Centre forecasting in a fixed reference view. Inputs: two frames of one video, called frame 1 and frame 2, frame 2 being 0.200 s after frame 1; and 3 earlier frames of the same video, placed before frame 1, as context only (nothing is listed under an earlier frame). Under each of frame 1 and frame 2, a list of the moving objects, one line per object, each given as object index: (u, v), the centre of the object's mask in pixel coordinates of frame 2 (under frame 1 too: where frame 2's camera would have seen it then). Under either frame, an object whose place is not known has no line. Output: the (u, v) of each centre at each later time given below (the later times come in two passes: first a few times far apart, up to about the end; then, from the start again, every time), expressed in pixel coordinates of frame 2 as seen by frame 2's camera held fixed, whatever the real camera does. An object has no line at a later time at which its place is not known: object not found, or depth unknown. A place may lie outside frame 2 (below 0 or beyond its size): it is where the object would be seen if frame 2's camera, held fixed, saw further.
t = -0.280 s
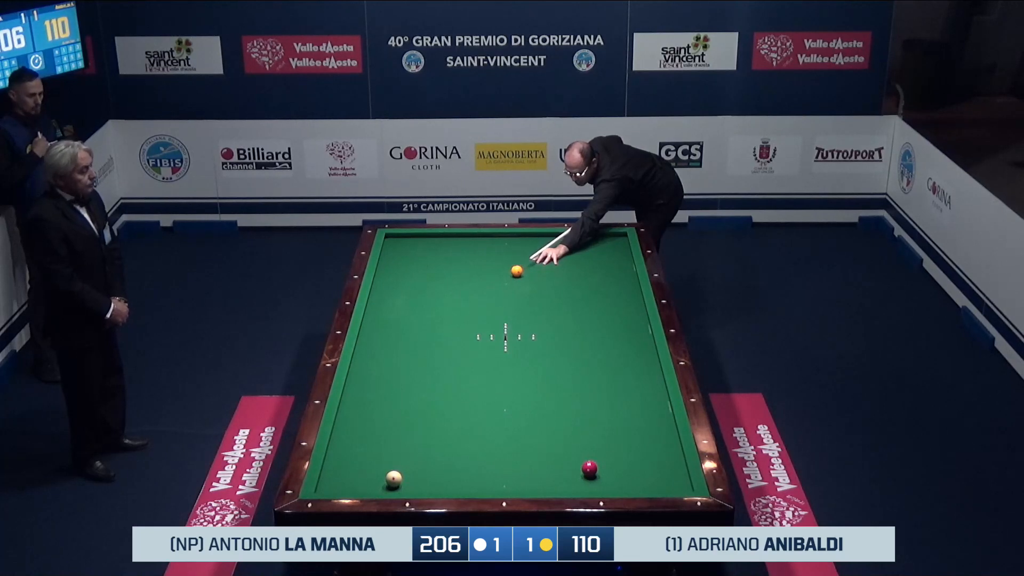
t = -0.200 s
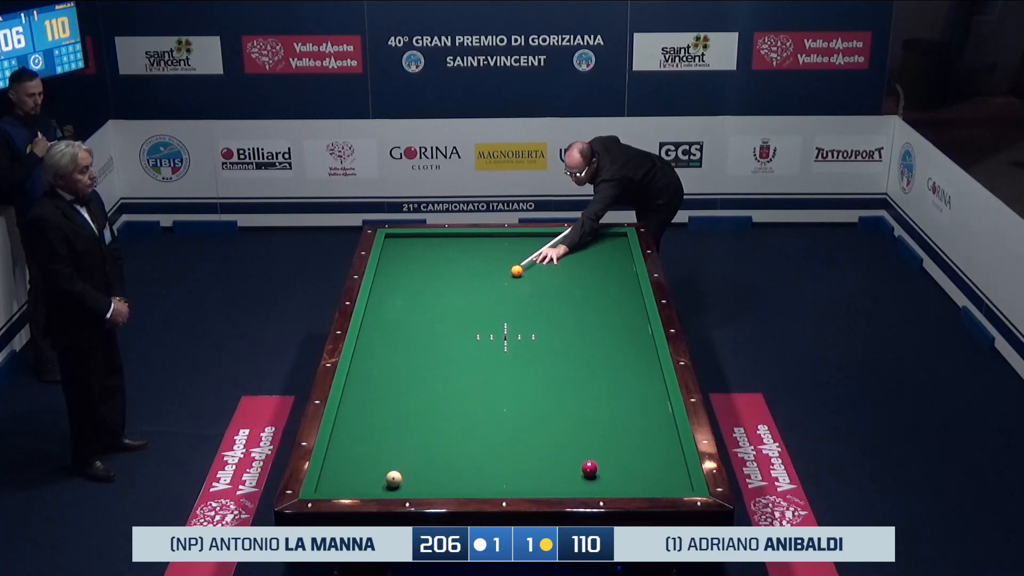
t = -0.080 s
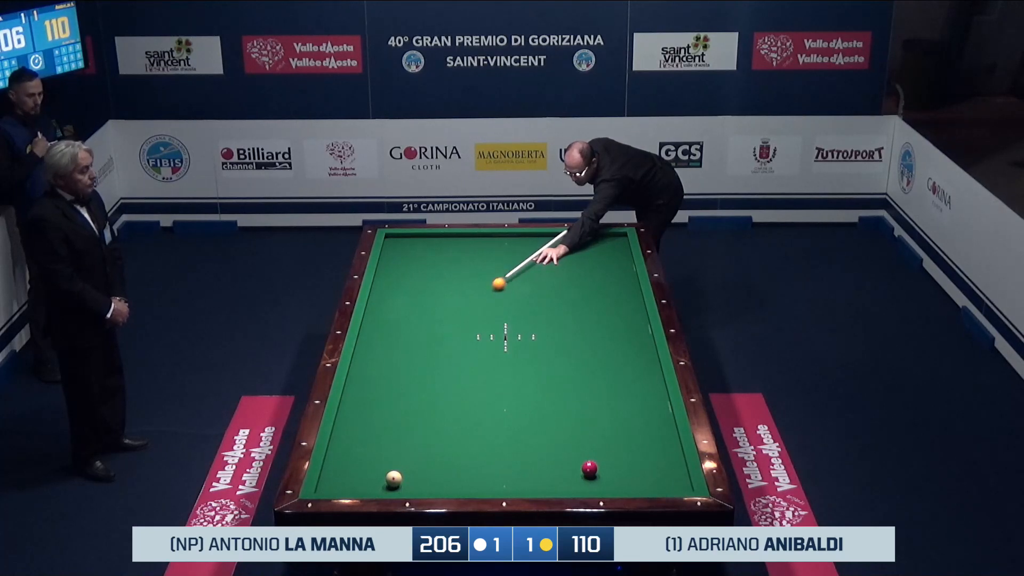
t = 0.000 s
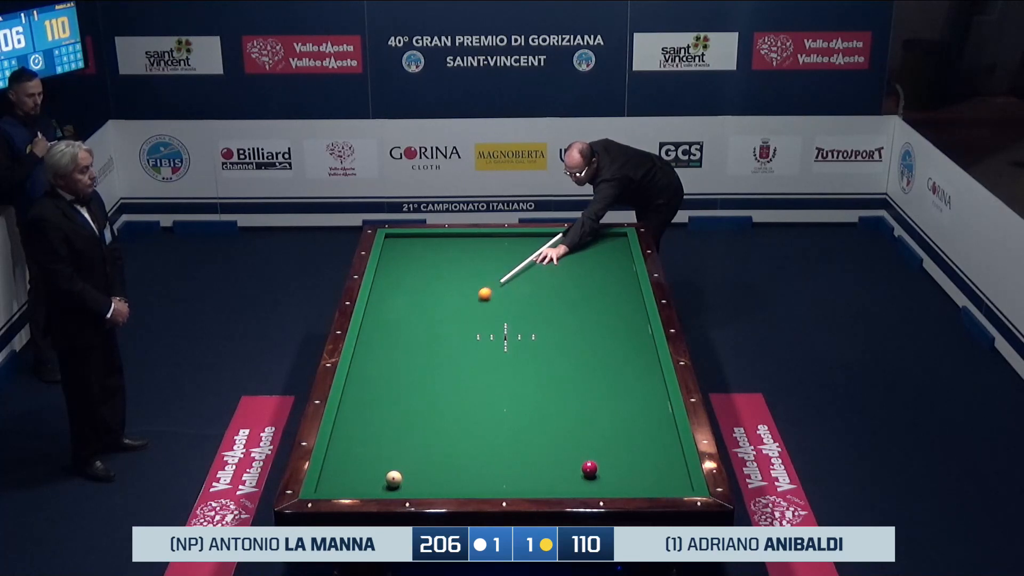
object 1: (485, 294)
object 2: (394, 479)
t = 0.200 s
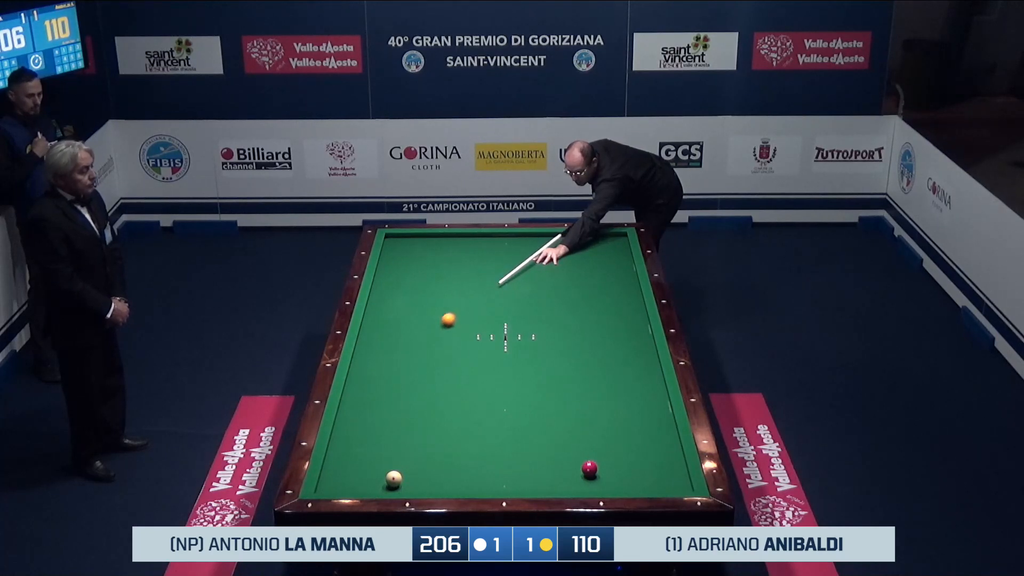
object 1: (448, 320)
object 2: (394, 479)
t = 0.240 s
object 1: (441, 325)
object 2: (394, 479)
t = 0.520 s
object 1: (383, 366)
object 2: (394, 479)
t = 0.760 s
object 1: (360, 403)
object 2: (394, 479)
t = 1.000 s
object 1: (377, 439)
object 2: (394, 479)
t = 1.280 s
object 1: (392, 472)
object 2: (399, 486)
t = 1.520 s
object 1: (384, 470)
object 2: (425, 475)
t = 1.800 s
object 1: (372, 466)
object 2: (457, 466)
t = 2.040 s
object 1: (363, 462)
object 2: (483, 458)
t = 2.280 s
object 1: (354, 459)
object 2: (508, 451)
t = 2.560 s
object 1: (345, 456)
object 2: (536, 443)
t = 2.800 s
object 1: (337, 453)
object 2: (559, 436)
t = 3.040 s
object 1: (336, 451)
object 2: (581, 430)
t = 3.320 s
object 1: (341, 448)
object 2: (605, 423)
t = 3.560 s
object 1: (346, 447)
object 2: (625, 417)
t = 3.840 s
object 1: (350, 445)
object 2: (647, 411)
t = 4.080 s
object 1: (353, 444)
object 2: (665, 406)
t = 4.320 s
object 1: (355, 443)
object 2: (653, 403)
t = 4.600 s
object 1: (357, 441)
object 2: (640, 399)
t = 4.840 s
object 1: (359, 440)
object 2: (629, 396)
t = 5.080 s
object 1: (360, 440)
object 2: (620, 393)
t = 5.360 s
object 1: (361, 439)
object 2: (609, 390)
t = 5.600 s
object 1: (361, 439)
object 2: (601, 387)
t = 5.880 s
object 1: (361, 439)
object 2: (592, 384)
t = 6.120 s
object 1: (361, 439)
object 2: (584, 382)
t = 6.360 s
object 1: (361, 439)
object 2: (577, 380)
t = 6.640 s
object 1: (361, 439)
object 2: (570, 377)
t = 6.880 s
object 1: (361, 439)
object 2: (564, 376)
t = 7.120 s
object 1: (361, 439)
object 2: (559, 374)
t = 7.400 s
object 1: (361, 439)
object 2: (553, 372)
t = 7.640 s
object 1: (361, 439)
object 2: (549, 371)
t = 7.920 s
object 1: (361, 439)
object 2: (544, 370)
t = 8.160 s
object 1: (361, 439)
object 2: (541, 370)
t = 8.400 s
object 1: (361, 439)
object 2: (539, 369)
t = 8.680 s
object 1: (361, 439)
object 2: (536, 368)
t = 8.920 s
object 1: (361, 439)
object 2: (534, 368)
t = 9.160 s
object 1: (361, 439)
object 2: (533, 367)
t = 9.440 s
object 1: (361, 439)
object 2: (532, 367)
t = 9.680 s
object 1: (361, 439)
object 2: (532, 367)
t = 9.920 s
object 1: (361, 439)
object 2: (532, 367)
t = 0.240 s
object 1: (441, 325)
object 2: (394, 479)
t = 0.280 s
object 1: (433, 331)
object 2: (394, 479)
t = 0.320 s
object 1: (425, 336)
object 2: (394, 479)
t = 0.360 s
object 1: (417, 342)
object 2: (394, 479)
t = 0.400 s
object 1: (409, 348)
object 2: (394, 479)
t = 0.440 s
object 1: (400, 354)
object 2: (394, 479)
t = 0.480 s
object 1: (391, 360)
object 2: (394, 479)
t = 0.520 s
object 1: (383, 366)
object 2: (394, 479)
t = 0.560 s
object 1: (374, 372)
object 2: (394, 479)
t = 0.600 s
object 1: (364, 379)
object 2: (394, 479)
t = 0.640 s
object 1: (355, 385)
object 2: (394, 479)
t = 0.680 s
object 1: (350, 392)
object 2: (394, 479)
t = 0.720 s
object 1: (356, 397)
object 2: (394, 479)
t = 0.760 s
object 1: (360, 403)
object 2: (394, 479)
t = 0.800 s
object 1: (364, 409)
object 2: (394, 479)
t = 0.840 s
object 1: (367, 414)
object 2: (394, 479)
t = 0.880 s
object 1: (370, 420)
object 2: (394, 479)
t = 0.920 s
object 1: (372, 426)
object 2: (394, 479)
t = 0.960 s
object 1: (375, 432)
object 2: (394, 479)
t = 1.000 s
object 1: (377, 439)
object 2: (394, 479)
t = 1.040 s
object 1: (380, 445)
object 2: (394, 479)
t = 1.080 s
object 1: (383, 452)
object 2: (394, 479)
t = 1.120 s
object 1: (386, 458)
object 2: (393, 479)
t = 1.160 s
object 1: (388, 464)
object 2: (394, 479)
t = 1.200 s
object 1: (390, 468)
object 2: (394, 480)
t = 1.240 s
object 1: (391, 471)
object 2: (396, 485)
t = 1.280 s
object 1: (392, 472)
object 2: (399, 486)
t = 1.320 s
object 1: (392, 472)
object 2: (401, 484)
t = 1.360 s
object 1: (392, 473)
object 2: (404, 480)
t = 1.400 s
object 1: (391, 472)
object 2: (410, 479)
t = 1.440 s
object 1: (388, 471)
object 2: (415, 478)
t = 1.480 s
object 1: (386, 470)
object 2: (420, 476)
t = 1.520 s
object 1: (384, 470)
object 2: (425, 475)
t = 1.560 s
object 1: (383, 469)
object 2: (429, 473)
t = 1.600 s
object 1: (381, 469)
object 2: (434, 472)
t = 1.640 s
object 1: (379, 468)
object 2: (438, 471)
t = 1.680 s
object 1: (377, 468)
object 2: (443, 470)
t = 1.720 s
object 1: (376, 467)
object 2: (448, 468)
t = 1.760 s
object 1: (374, 466)
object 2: (452, 467)
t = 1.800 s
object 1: (372, 466)
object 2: (457, 466)
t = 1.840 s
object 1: (371, 465)
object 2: (461, 464)
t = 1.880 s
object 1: (369, 465)
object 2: (465, 463)
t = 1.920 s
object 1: (368, 464)
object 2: (470, 462)
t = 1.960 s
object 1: (366, 463)
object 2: (474, 460)
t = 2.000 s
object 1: (364, 463)
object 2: (478, 459)
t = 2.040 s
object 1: (363, 462)
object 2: (483, 458)
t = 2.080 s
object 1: (362, 462)
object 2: (487, 457)
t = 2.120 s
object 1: (360, 461)
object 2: (491, 456)
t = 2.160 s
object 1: (359, 461)
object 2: (495, 455)
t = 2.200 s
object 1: (357, 460)
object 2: (500, 453)
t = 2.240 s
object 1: (356, 460)
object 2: (504, 452)
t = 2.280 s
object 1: (354, 459)
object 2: (508, 451)
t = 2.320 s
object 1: (353, 459)
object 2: (512, 450)
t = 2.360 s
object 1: (352, 458)
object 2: (516, 449)
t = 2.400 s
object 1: (350, 458)
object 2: (520, 447)
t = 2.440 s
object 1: (349, 457)
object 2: (524, 446)
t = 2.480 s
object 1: (347, 457)
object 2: (528, 445)
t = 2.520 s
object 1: (346, 456)
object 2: (532, 444)
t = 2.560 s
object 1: (345, 456)
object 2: (536, 443)
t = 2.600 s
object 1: (343, 455)
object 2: (540, 442)
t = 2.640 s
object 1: (342, 455)
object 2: (544, 441)
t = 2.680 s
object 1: (341, 455)
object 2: (548, 440)
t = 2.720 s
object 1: (339, 454)
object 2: (552, 439)
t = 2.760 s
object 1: (338, 454)
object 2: (555, 438)
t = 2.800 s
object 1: (337, 453)
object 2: (559, 436)
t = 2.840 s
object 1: (336, 453)
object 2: (563, 435)
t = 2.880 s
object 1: (334, 452)
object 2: (566, 434)
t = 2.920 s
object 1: (333, 452)
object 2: (570, 433)
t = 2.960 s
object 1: (334, 452)
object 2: (574, 432)
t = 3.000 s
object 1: (335, 451)
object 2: (577, 431)
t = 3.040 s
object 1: (336, 451)
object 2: (581, 430)
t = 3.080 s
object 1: (336, 451)
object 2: (584, 429)
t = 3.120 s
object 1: (337, 450)
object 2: (588, 428)
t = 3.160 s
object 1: (338, 450)
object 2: (591, 427)
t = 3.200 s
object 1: (339, 449)
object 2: (595, 426)
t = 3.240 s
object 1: (340, 449)
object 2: (598, 425)
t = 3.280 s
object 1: (341, 449)
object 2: (602, 424)
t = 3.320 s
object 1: (341, 448)
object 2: (605, 423)
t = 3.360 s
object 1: (342, 448)
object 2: (608, 422)
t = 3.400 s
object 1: (343, 448)
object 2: (612, 421)
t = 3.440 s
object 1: (344, 448)
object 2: (615, 420)
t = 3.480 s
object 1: (344, 447)
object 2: (619, 419)
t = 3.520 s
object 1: (345, 447)
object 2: (622, 418)
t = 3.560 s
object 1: (346, 447)
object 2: (625, 417)
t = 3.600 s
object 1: (346, 446)
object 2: (628, 417)
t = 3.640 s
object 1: (347, 446)
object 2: (631, 415)
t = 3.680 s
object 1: (348, 446)
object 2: (635, 414)
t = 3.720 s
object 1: (348, 446)
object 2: (638, 414)
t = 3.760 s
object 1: (349, 445)
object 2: (641, 413)
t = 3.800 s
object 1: (349, 445)
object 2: (644, 412)
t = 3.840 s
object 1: (350, 445)
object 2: (647, 411)
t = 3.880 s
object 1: (350, 445)
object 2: (650, 410)
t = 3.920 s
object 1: (351, 444)
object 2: (653, 409)
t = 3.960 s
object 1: (351, 444)
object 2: (656, 408)
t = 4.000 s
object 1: (352, 444)
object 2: (659, 408)
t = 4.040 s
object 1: (352, 444)
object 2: (662, 407)
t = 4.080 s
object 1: (353, 444)
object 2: (665, 406)
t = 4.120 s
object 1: (353, 443)
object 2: (662, 405)
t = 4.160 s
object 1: (354, 443)
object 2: (660, 405)
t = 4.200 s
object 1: (354, 443)
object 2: (658, 404)
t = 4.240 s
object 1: (354, 443)
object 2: (656, 404)
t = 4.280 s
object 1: (355, 443)
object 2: (654, 403)
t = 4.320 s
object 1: (355, 443)
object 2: (653, 403)
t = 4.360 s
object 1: (356, 442)
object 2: (651, 402)
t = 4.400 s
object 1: (356, 442)
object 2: (649, 401)
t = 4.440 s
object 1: (356, 442)
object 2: (647, 401)
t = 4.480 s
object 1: (357, 442)
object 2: (645, 400)
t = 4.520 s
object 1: (357, 442)
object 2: (643, 400)
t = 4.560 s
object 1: (357, 441)
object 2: (641, 400)
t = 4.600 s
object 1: (357, 441)
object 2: (640, 399)
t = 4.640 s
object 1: (358, 441)
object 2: (638, 398)
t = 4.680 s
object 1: (358, 441)
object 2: (636, 398)
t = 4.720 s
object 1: (358, 441)
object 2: (635, 397)
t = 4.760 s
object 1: (358, 441)
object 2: (633, 397)
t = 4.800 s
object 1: (358, 440)
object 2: (631, 396)
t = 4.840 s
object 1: (359, 440)
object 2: (629, 396)
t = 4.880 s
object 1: (359, 440)
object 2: (628, 395)
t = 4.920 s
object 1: (359, 440)
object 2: (626, 395)
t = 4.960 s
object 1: (359, 440)
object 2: (625, 394)
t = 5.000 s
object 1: (359, 440)
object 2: (623, 394)
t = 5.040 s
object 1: (359, 440)
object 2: (621, 393)
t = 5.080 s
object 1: (360, 440)
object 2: (620, 393)
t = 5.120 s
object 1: (360, 440)
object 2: (618, 393)
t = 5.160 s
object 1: (360, 440)
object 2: (617, 392)
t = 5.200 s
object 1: (360, 439)
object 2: (615, 391)
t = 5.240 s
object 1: (360, 439)
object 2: (614, 391)
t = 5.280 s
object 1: (360, 439)
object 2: (612, 390)
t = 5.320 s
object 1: (360, 439)
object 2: (611, 390)
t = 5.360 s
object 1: (361, 439)
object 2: (609, 390)
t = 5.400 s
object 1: (361, 439)
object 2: (608, 389)
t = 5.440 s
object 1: (361, 439)
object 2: (606, 389)
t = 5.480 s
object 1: (361, 439)
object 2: (605, 388)
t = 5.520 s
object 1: (361, 439)
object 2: (604, 388)
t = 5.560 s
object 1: (361, 439)
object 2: (602, 387)
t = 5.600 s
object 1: (361, 439)
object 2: (601, 387)
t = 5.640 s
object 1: (361, 439)
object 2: (600, 387)
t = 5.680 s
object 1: (361, 439)
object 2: (598, 386)
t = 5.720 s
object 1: (361, 439)
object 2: (597, 386)
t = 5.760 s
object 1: (361, 439)
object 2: (596, 385)
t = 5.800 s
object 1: (361, 439)
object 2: (594, 385)
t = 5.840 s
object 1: (361, 439)
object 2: (593, 385)
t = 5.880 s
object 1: (361, 439)
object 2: (592, 384)
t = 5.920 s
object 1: (361, 439)
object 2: (591, 384)
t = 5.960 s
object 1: (361, 439)
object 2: (590, 383)
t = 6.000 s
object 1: (361, 439)
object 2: (588, 383)
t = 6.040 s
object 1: (361, 439)
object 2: (587, 383)
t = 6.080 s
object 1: (361, 439)
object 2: (586, 382)
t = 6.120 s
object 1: (361, 439)
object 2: (584, 382)
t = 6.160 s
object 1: (361, 439)
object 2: (583, 382)
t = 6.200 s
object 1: (361, 439)
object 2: (582, 381)
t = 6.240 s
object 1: (361, 439)
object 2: (581, 381)
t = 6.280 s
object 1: (361, 439)
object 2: (580, 380)
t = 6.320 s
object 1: (361, 439)
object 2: (579, 380)
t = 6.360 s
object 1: (361, 439)
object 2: (577, 380)
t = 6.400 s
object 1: (361, 439)
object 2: (576, 379)
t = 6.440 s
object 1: (361, 439)
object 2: (575, 379)
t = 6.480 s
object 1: (361, 439)
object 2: (574, 379)
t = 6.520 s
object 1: (361, 439)
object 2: (573, 378)
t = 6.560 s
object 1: (361, 439)
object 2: (572, 378)
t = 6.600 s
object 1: (361, 439)
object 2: (571, 378)
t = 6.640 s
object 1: (361, 439)
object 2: (570, 377)
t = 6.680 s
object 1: (361, 439)
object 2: (569, 377)
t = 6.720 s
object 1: (361, 439)
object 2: (568, 377)
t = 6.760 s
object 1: (361, 439)
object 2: (567, 376)
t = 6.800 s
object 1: (361, 439)
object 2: (566, 376)
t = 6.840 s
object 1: (361, 439)
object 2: (565, 376)
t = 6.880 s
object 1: (361, 439)
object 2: (564, 376)
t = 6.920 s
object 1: (361, 439)
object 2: (564, 375)
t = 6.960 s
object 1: (361, 439)
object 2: (563, 375)
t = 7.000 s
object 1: (361, 439)
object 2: (562, 375)
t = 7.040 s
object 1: (361, 439)
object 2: (561, 374)
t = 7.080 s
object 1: (361, 439)
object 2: (560, 374)
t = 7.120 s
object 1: (361, 439)
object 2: (559, 374)
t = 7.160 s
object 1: (361, 439)
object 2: (558, 374)
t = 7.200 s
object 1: (361, 439)
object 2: (557, 373)
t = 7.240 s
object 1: (361, 439)
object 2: (557, 373)
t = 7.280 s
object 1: (361, 439)
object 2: (556, 373)
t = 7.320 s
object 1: (361, 439)
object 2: (555, 373)
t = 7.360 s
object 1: (361, 439)
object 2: (554, 373)
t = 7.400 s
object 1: (361, 439)
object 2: (553, 372)
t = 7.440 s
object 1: (361, 439)
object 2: (553, 372)
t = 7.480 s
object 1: (361, 439)
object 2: (552, 372)
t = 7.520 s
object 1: (361, 439)
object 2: (551, 372)
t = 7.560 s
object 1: (361, 439)
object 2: (551, 372)
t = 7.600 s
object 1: (361, 439)
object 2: (550, 372)
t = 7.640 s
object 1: (361, 439)
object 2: (549, 371)
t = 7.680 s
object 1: (361, 439)
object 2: (548, 371)
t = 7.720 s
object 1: (361, 439)
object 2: (548, 371)
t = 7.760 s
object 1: (361, 439)
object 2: (547, 371)
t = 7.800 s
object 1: (361, 439)
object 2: (546, 371)
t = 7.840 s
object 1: (361, 439)
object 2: (546, 370)
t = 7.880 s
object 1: (361, 439)
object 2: (545, 370)
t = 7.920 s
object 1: (361, 439)
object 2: (544, 370)
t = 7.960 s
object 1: (361, 439)
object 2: (544, 370)
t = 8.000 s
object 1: (361, 439)
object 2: (543, 370)
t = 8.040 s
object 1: (361, 439)
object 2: (543, 370)
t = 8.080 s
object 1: (361, 439)
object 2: (542, 370)
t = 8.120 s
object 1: (361, 439)
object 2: (542, 370)
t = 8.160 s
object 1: (361, 439)
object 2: (541, 370)
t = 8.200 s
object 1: (361, 439)
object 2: (541, 369)
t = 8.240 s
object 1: (361, 439)
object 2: (540, 369)
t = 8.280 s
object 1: (361, 439)
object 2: (540, 369)
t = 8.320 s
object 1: (361, 439)
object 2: (539, 369)
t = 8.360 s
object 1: (361, 439)
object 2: (539, 369)
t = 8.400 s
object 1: (361, 439)
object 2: (539, 369)
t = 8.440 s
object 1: (361, 439)
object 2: (538, 369)
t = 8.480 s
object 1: (361, 439)
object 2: (538, 369)
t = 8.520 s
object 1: (361, 439)
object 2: (537, 369)
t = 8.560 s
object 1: (361, 439)
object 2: (537, 369)
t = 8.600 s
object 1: (361, 439)
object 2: (537, 368)
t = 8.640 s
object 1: (361, 439)
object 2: (536, 368)
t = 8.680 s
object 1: (361, 439)
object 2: (536, 368)
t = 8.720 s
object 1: (361, 439)
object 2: (536, 368)
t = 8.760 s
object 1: (361, 439)
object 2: (535, 368)
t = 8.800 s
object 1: (361, 439)
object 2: (535, 368)
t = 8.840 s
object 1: (361, 439)
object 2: (535, 368)
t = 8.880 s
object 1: (361, 439)
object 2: (534, 368)
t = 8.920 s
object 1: (361, 439)
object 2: (534, 368)
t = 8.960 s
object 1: (361, 439)
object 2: (534, 368)
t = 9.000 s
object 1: (361, 439)
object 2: (534, 368)
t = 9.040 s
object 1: (361, 439)
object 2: (533, 368)
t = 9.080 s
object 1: (361, 439)
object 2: (533, 368)
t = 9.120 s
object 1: (361, 439)
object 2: (533, 367)
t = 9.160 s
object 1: (361, 439)
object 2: (533, 367)
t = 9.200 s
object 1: (361, 439)
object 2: (533, 367)
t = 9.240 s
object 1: (361, 439)
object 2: (532, 367)
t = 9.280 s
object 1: (361, 439)
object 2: (532, 367)
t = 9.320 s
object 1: (361, 439)
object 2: (532, 367)
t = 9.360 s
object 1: (361, 439)
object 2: (532, 367)
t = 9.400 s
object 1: (361, 439)
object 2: (532, 367)
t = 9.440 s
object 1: (361, 439)
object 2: (532, 367)
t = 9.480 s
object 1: (361, 439)
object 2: (532, 367)
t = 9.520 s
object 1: (361, 439)
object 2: (532, 367)
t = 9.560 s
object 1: (361, 439)
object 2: (532, 367)
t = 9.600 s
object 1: (361, 439)
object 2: (532, 367)
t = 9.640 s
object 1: (361, 439)
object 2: (532, 367)
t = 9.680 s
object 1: (361, 439)
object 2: (532, 367)
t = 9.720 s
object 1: (361, 439)
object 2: (532, 367)
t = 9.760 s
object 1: (361, 439)
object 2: (532, 367)
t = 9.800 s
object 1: (361, 439)
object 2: (532, 367)
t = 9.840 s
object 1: (361, 439)
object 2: (532, 367)
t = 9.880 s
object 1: (361, 439)
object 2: (532, 367)
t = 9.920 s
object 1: (361, 439)
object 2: (532, 367)
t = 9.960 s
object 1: (361, 439)
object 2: (532, 367)
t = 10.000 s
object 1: (361, 439)
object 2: (532, 367)
